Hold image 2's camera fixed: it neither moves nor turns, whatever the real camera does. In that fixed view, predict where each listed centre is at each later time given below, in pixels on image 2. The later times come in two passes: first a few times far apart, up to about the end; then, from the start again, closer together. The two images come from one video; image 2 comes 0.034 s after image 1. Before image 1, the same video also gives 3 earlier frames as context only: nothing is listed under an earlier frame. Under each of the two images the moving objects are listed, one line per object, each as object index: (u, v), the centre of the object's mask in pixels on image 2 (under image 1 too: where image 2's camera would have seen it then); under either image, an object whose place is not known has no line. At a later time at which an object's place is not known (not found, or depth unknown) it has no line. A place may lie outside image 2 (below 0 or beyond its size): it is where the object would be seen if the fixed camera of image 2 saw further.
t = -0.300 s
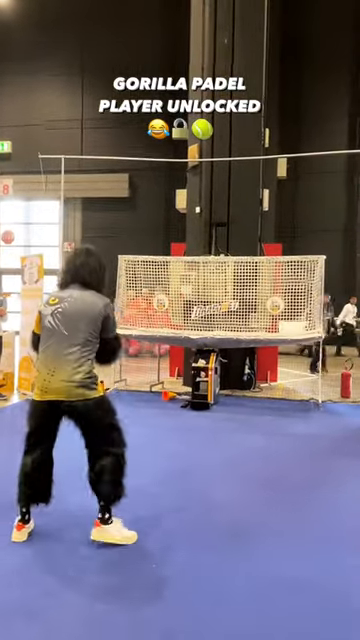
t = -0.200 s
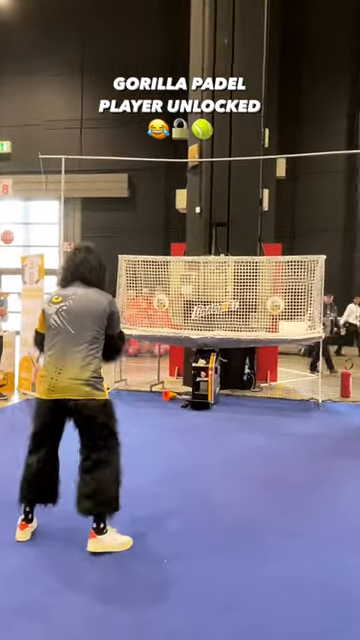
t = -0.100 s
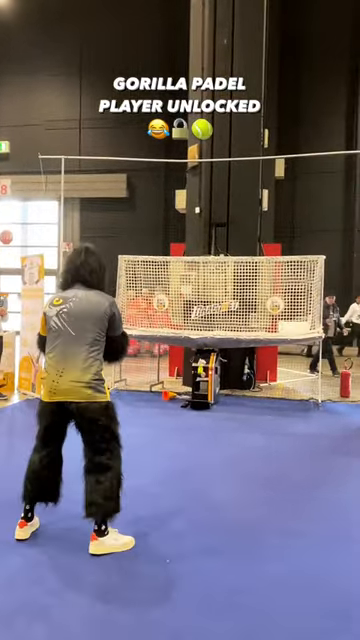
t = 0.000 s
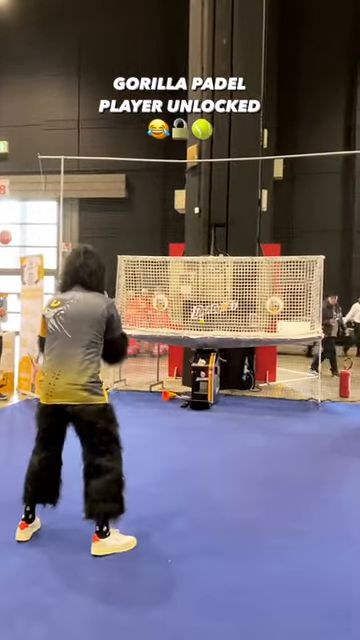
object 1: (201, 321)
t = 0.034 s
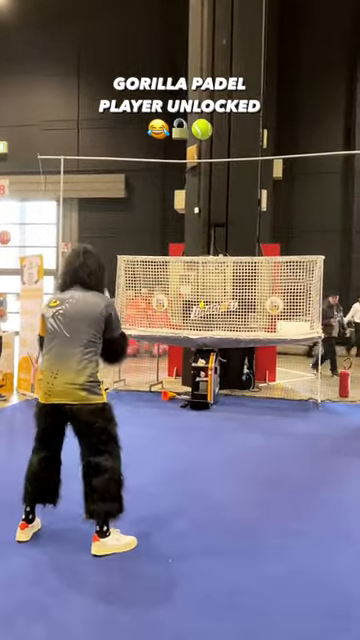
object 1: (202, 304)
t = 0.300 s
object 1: (206, 202)
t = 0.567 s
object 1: (212, 148)
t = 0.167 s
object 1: (204, 249)
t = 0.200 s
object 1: (205, 236)
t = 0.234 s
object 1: (205, 224)
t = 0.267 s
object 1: (205, 213)
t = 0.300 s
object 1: (206, 202)
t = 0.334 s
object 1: (207, 193)
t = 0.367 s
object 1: (208, 184)
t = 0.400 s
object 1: (208, 175)
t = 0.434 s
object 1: (209, 168)
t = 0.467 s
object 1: (210, 161)
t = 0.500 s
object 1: (211, 155)
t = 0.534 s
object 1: (212, 151)
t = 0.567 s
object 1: (212, 148)
